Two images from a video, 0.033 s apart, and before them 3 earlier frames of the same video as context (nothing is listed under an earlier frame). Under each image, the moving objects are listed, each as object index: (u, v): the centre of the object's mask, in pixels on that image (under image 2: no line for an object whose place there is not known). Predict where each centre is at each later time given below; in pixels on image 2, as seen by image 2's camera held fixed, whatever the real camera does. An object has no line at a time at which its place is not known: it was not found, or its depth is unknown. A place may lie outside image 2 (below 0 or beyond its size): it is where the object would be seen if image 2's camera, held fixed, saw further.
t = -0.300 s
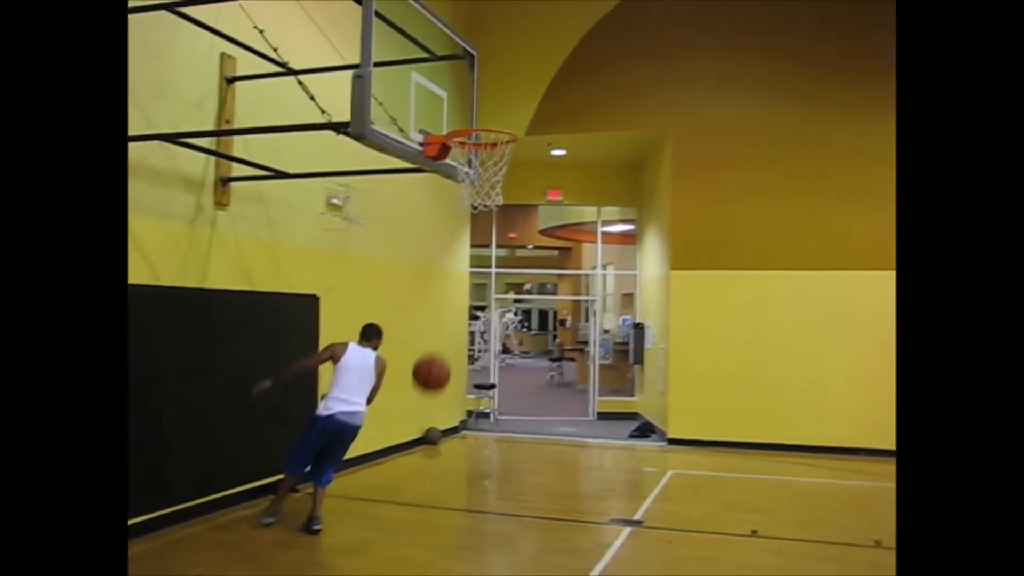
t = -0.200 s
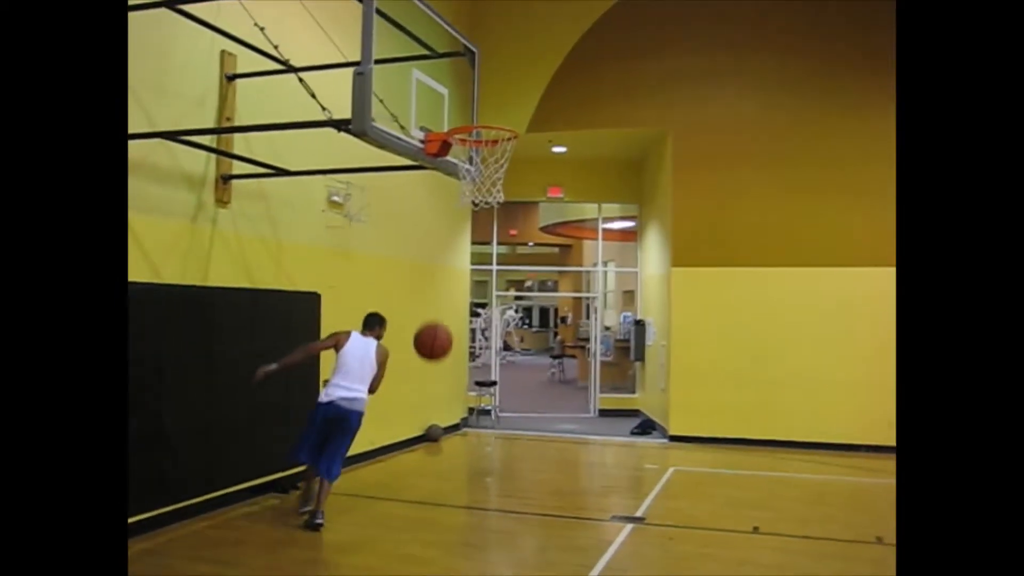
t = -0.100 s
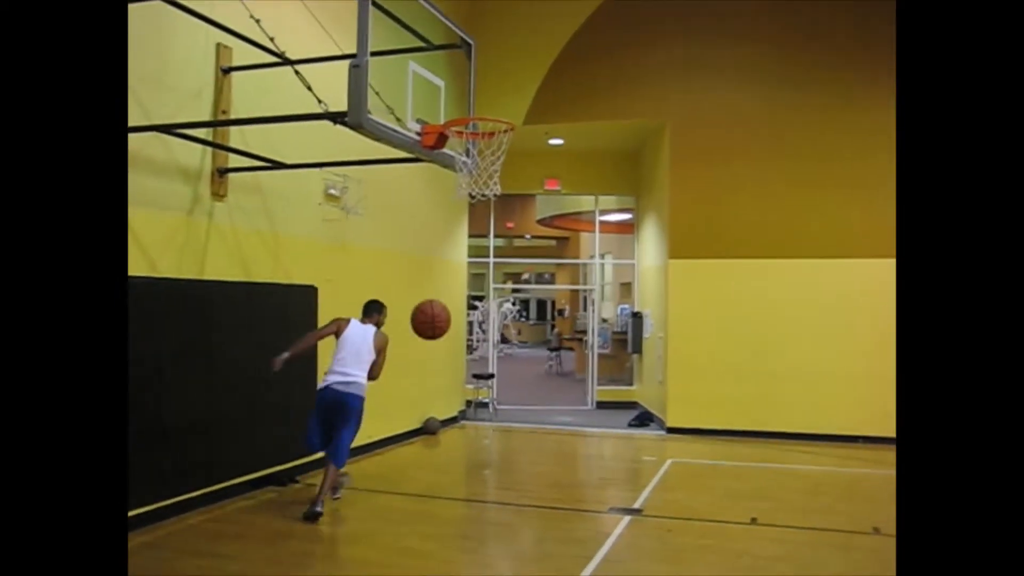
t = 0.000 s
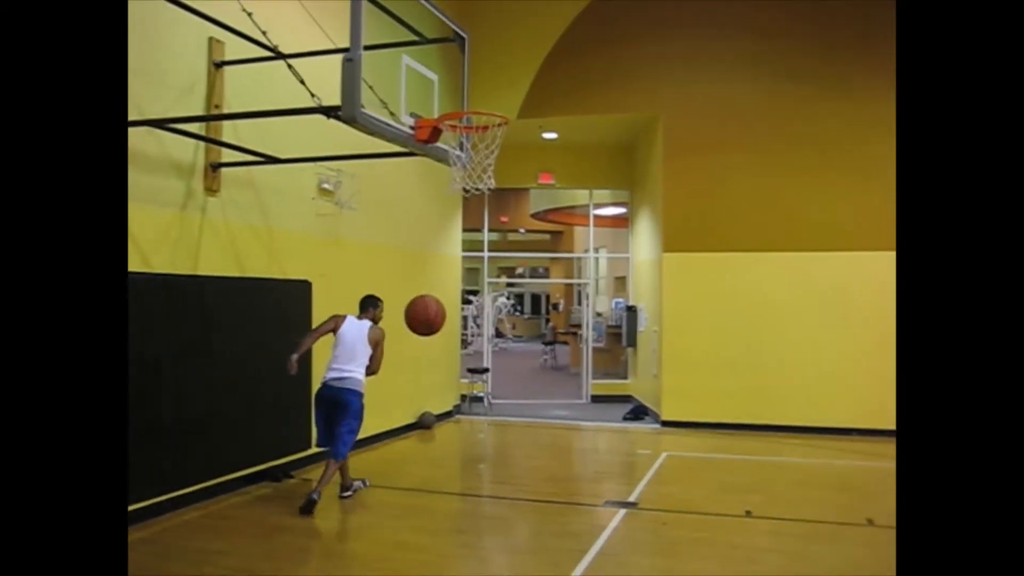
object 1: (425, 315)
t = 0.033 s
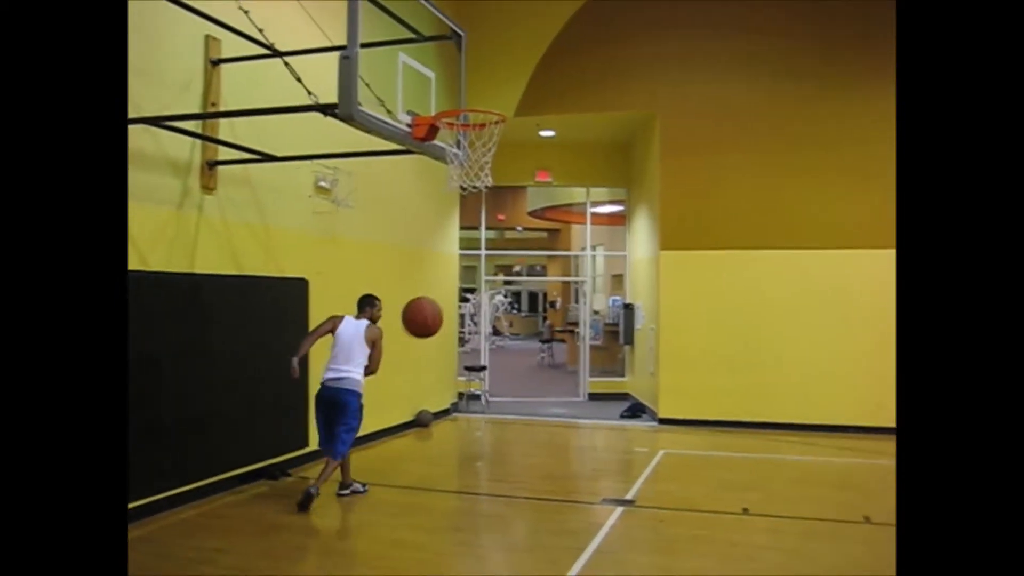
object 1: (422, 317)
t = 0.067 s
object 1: (422, 323)
